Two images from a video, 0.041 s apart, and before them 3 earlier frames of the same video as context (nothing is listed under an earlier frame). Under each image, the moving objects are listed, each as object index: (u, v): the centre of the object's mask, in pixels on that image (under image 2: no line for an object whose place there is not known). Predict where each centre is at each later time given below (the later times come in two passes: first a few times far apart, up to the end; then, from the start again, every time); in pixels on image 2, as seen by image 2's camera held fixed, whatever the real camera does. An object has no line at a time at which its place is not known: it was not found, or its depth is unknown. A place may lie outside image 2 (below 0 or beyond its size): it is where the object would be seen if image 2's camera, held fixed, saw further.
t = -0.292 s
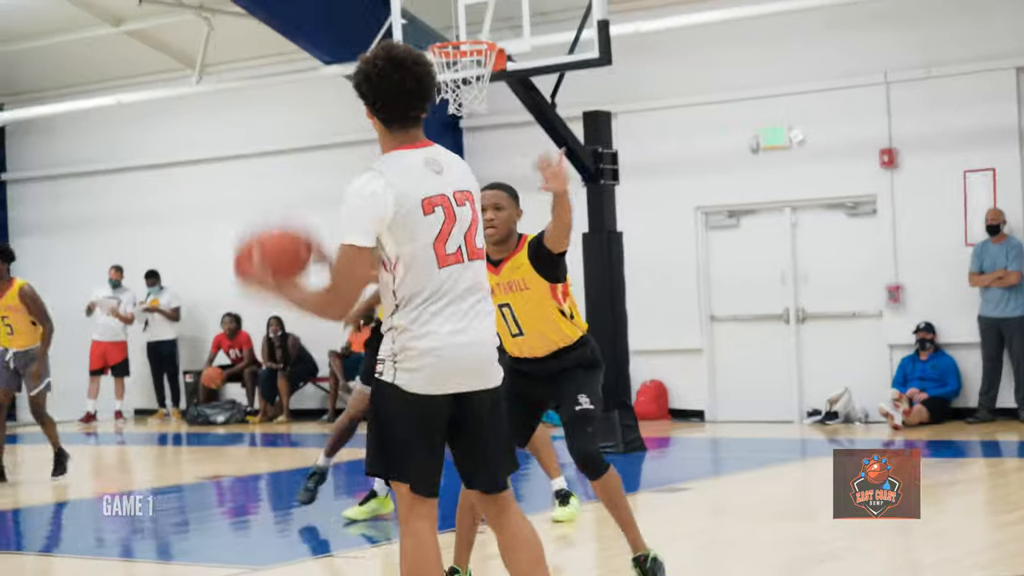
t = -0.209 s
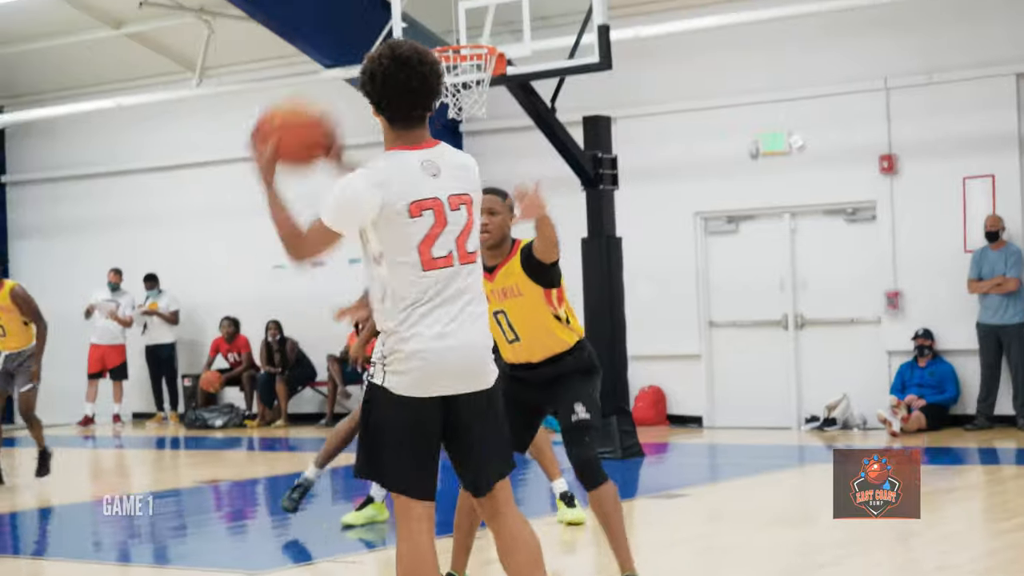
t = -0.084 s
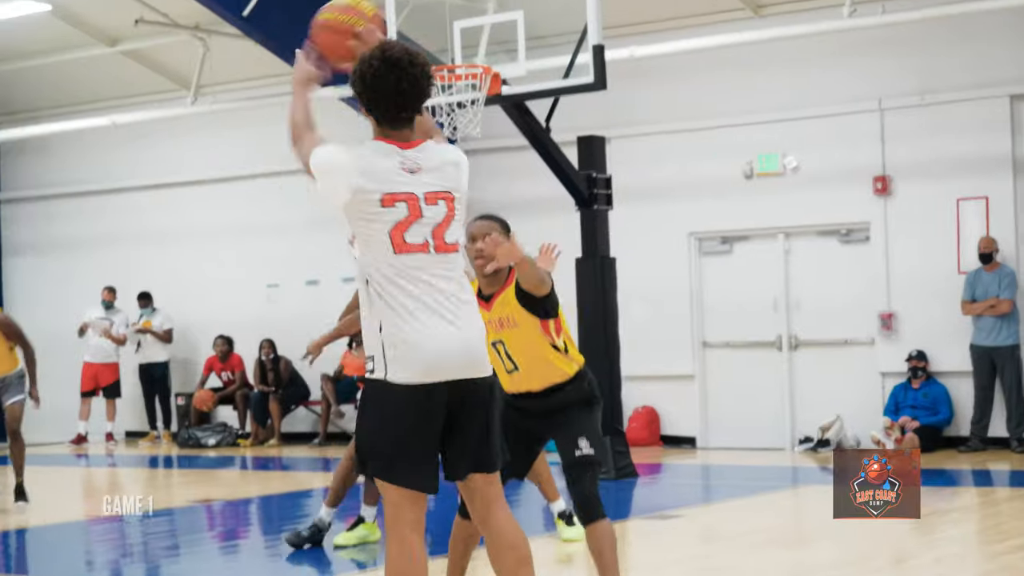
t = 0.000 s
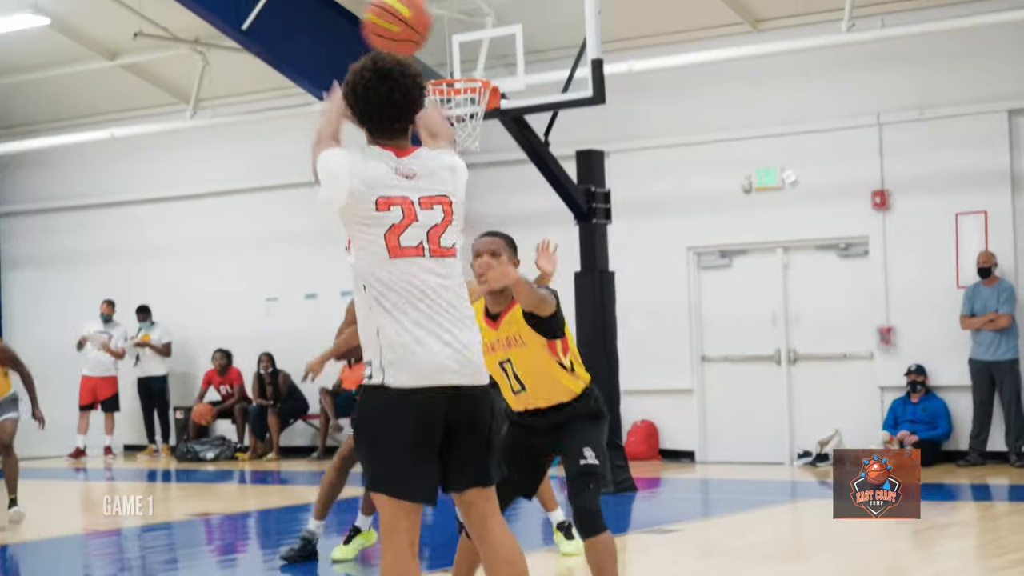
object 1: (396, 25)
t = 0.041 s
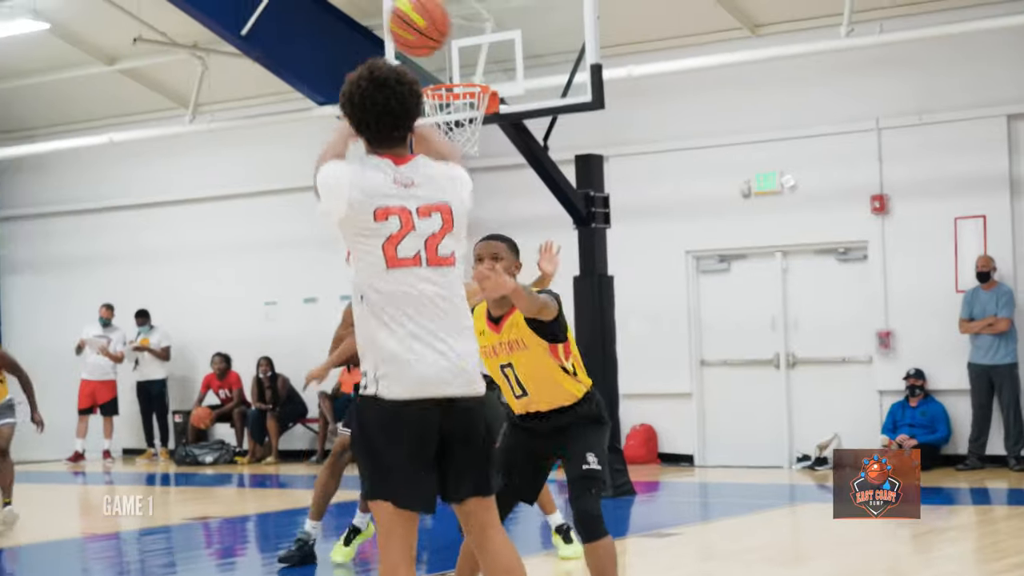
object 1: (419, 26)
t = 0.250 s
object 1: (508, 66)
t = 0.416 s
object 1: (566, 152)
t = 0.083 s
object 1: (438, 26)
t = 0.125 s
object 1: (456, 31)
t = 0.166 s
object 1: (475, 39)
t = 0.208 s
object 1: (492, 51)
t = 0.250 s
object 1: (508, 66)
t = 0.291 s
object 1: (522, 85)
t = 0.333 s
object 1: (539, 106)
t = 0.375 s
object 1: (552, 127)
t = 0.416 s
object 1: (566, 152)
